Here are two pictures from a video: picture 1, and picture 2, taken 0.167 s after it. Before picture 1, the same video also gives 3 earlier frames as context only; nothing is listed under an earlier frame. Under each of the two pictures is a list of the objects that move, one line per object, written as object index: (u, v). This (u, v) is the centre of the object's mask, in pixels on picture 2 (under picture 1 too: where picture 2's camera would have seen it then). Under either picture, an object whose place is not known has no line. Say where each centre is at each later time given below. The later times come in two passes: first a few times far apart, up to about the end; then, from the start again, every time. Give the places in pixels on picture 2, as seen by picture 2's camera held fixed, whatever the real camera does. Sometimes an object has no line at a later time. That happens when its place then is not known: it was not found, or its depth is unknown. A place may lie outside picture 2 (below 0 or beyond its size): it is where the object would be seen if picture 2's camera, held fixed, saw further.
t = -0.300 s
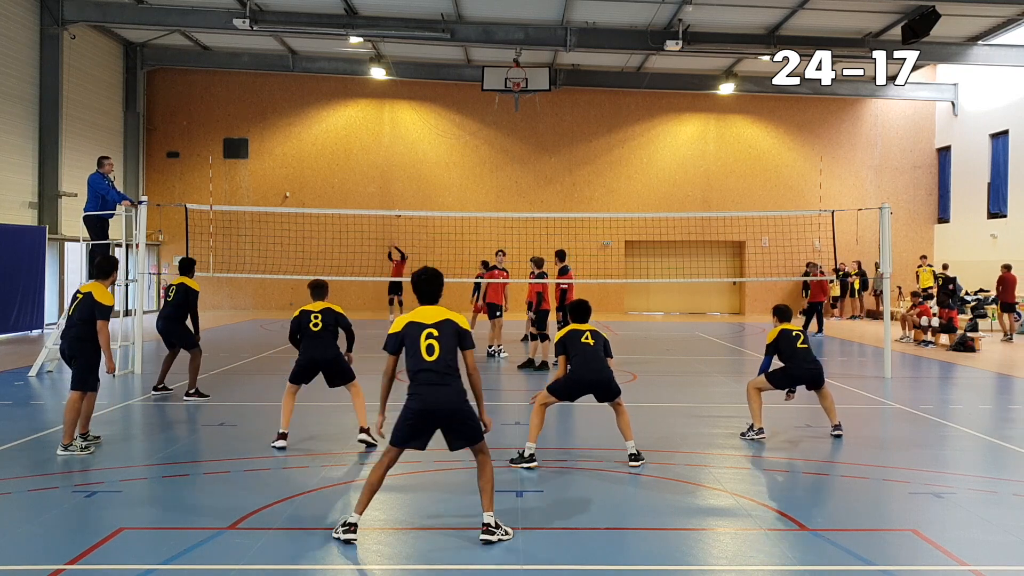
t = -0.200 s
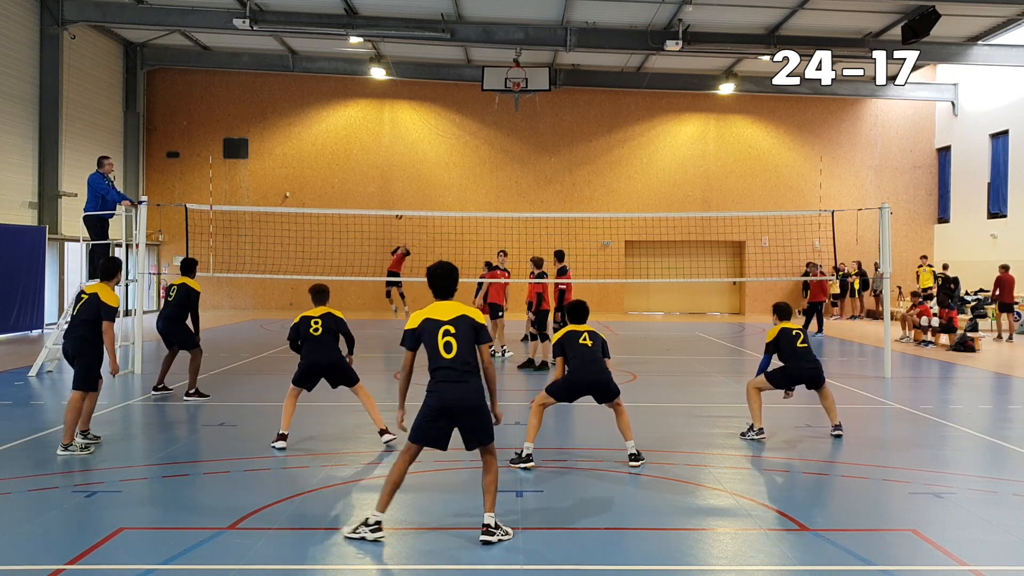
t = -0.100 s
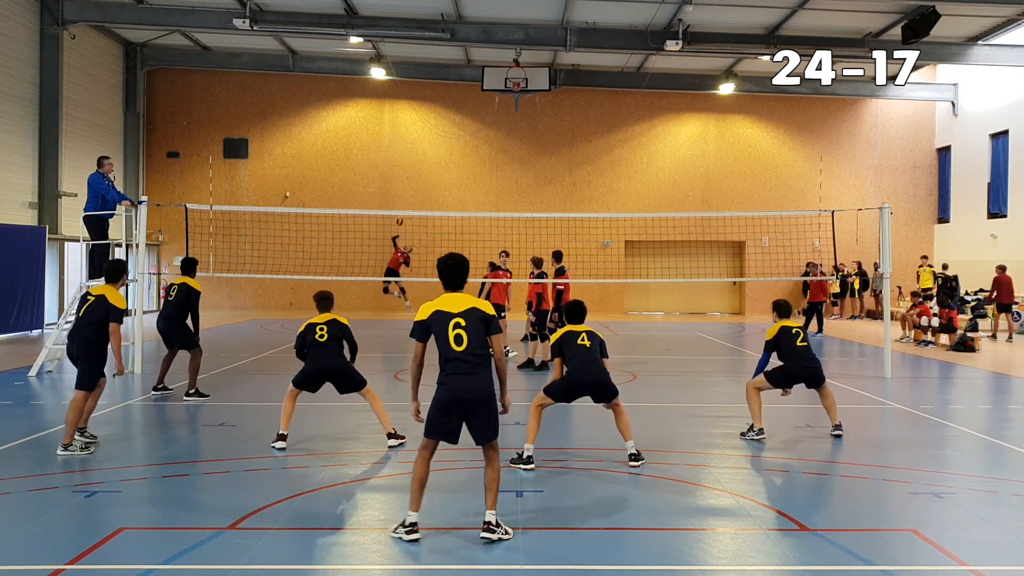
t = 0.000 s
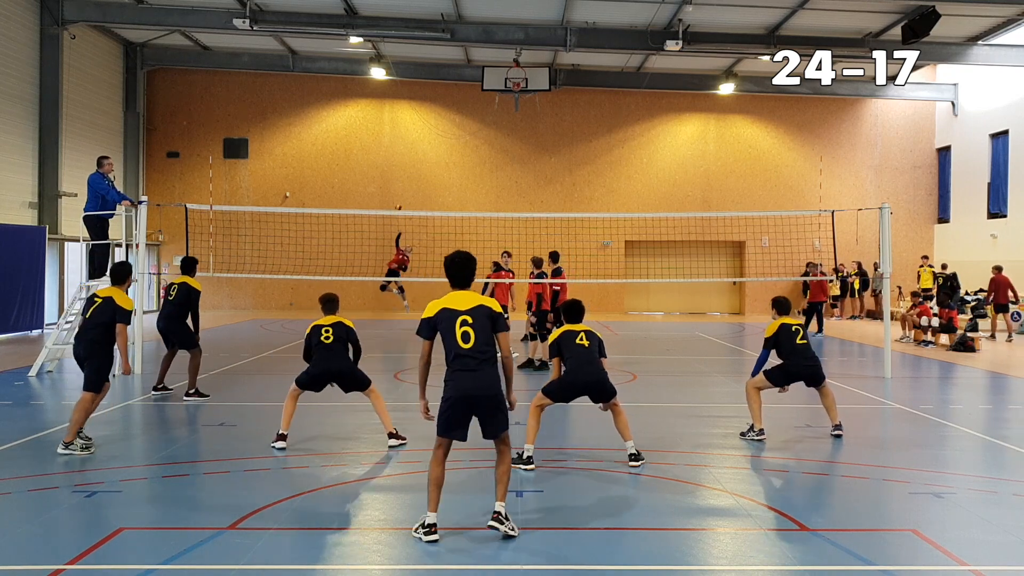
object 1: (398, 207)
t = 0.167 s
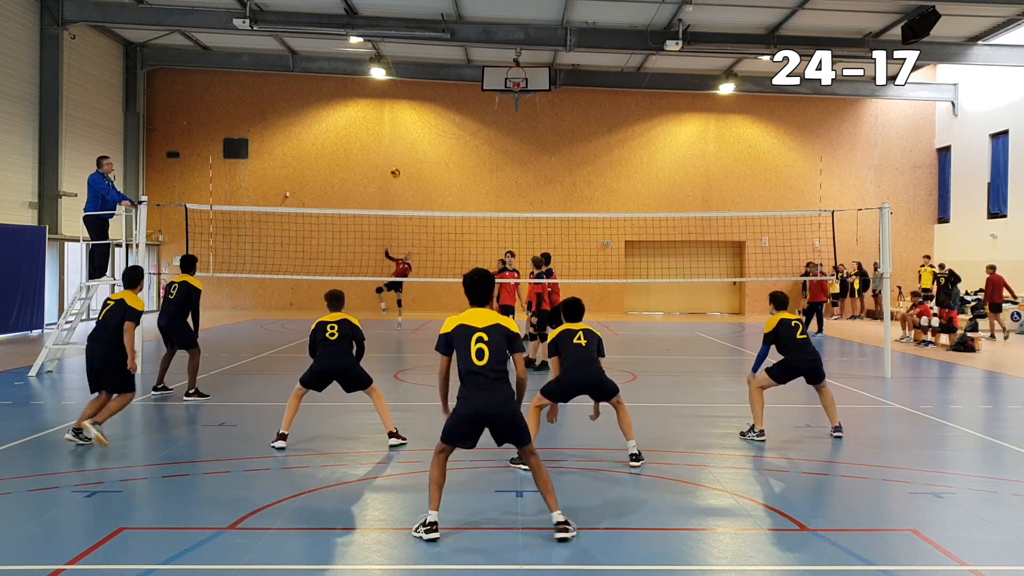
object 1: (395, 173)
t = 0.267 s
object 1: (391, 153)
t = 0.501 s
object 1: (381, 116)
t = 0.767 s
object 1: (361, 101)
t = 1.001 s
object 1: (337, 134)
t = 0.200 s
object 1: (394, 166)
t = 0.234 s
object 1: (393, 159)
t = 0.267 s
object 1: (391, 153)
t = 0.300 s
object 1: (390, 147)
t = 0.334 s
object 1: (388, 142)
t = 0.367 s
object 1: (387, 136)
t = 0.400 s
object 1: (386, 130)
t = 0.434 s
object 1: (384, 125)
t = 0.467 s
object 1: (383, 120)
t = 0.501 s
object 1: (381, 116)
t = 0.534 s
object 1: (378, 112)
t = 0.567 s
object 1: (376, 108)
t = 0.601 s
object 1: (374, 105)
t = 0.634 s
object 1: (372, 103)
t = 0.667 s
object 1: (369, 102)
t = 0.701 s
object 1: (367, 101)
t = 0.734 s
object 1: (364, 101)
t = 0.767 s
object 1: (361, 101)
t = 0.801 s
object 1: (359, 102)
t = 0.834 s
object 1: (356, 105)
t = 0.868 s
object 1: (354, 108)
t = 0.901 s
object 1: (351, 112)
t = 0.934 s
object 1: (347, 118)
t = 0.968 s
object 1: (342, 125)
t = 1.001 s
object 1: (337, 134)
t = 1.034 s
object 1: (331, 144)
